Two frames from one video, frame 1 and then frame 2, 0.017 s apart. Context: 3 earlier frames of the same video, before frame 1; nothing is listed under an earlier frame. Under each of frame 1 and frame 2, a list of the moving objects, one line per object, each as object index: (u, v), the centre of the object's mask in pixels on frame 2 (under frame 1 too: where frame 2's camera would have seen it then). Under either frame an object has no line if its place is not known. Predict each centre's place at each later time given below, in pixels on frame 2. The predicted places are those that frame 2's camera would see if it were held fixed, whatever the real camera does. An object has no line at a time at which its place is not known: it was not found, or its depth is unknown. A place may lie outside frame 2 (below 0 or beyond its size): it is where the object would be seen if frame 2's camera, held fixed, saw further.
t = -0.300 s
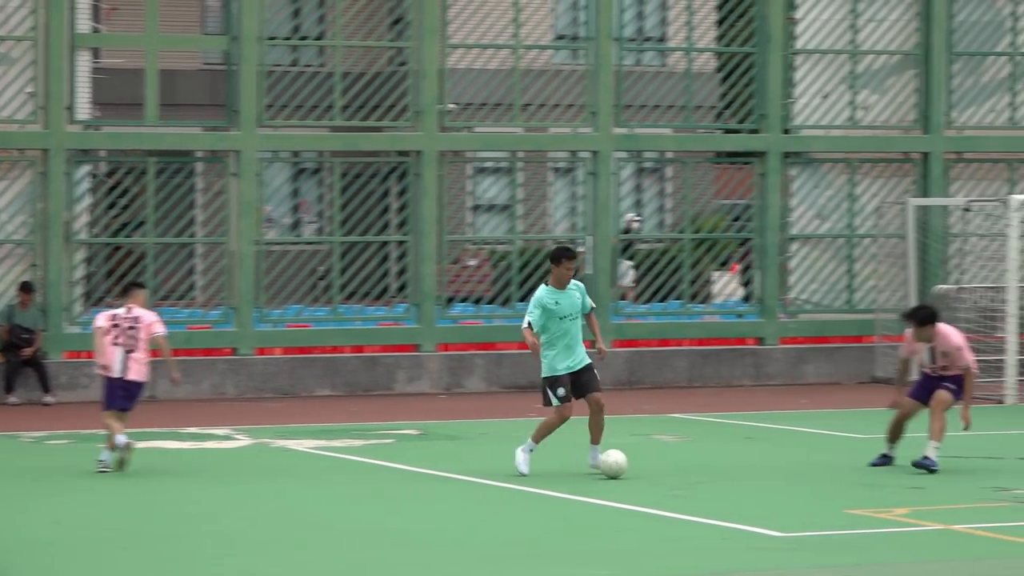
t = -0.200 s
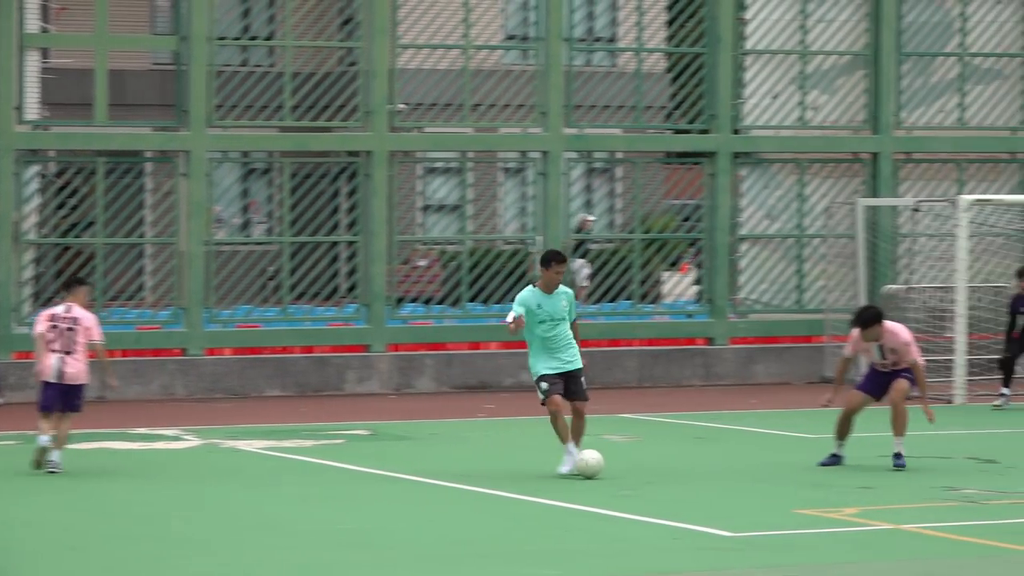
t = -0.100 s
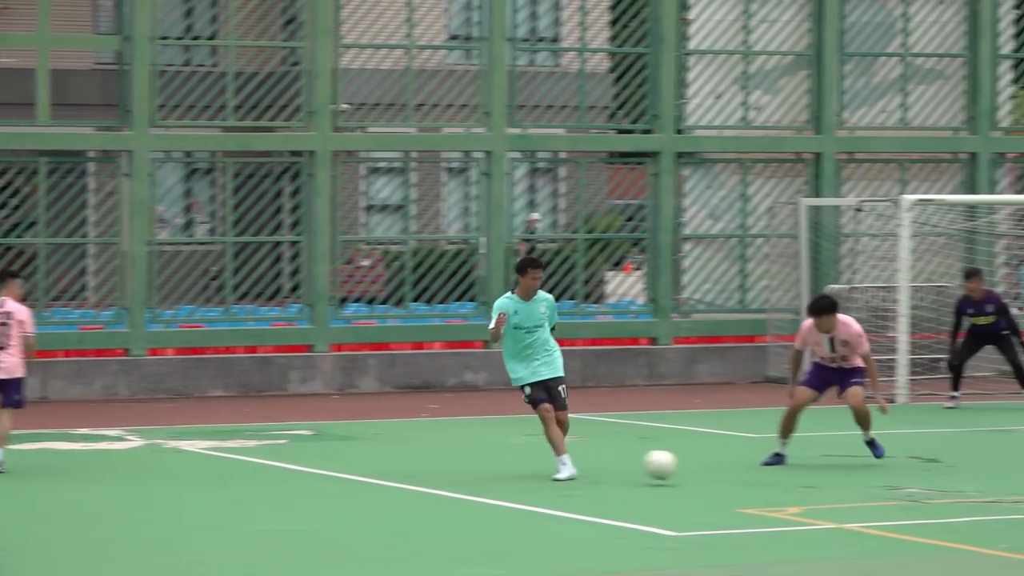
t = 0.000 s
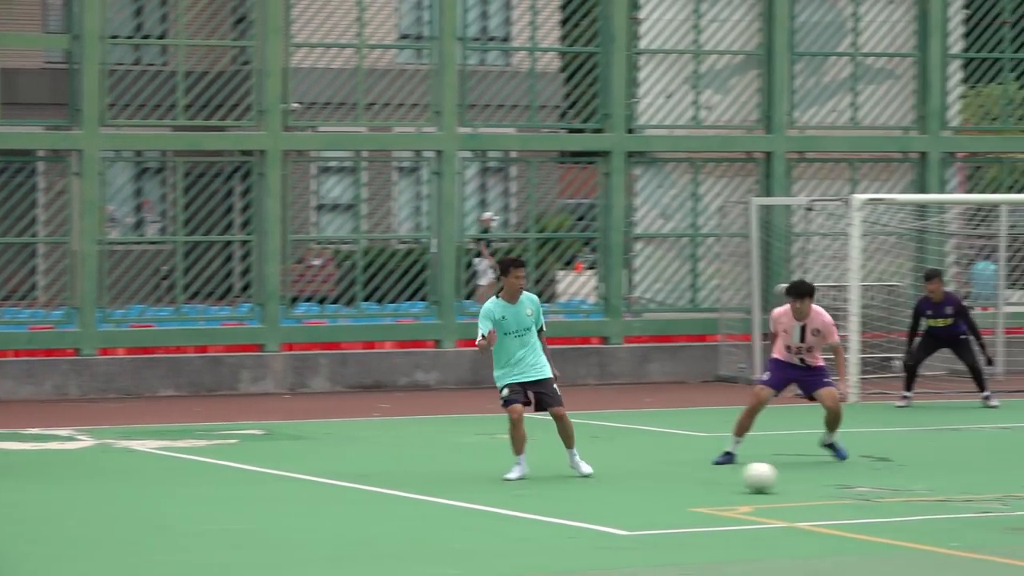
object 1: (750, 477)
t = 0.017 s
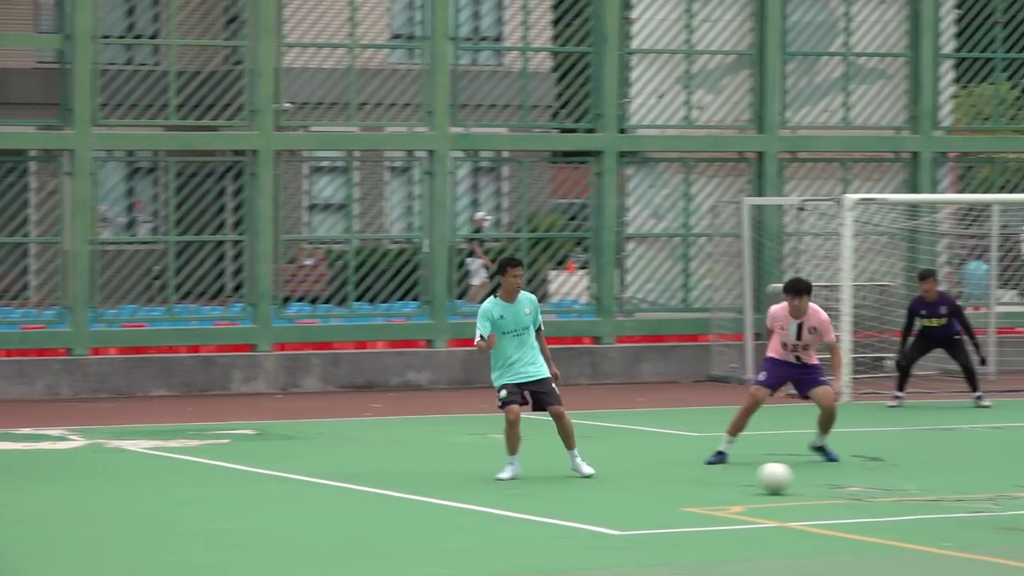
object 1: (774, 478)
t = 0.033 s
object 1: (800, 478)
